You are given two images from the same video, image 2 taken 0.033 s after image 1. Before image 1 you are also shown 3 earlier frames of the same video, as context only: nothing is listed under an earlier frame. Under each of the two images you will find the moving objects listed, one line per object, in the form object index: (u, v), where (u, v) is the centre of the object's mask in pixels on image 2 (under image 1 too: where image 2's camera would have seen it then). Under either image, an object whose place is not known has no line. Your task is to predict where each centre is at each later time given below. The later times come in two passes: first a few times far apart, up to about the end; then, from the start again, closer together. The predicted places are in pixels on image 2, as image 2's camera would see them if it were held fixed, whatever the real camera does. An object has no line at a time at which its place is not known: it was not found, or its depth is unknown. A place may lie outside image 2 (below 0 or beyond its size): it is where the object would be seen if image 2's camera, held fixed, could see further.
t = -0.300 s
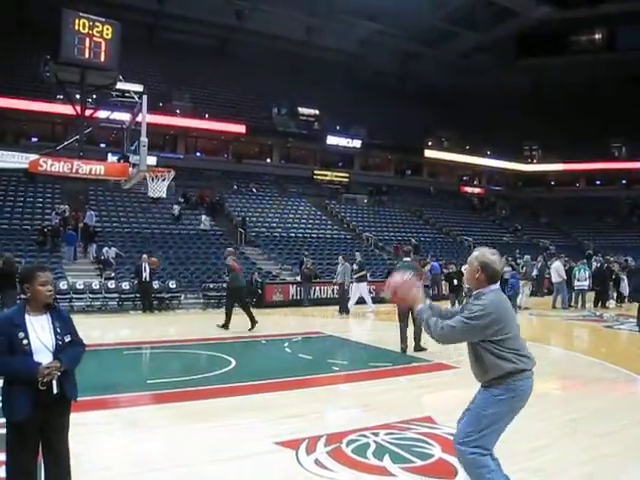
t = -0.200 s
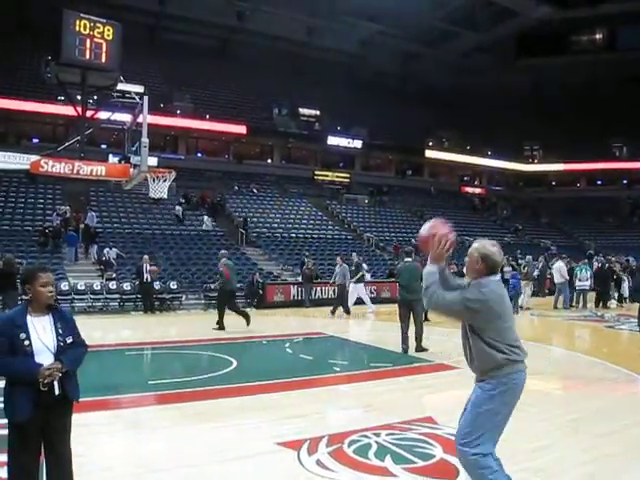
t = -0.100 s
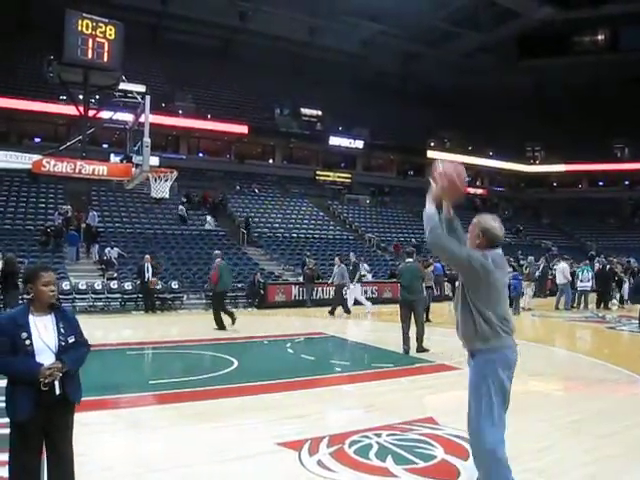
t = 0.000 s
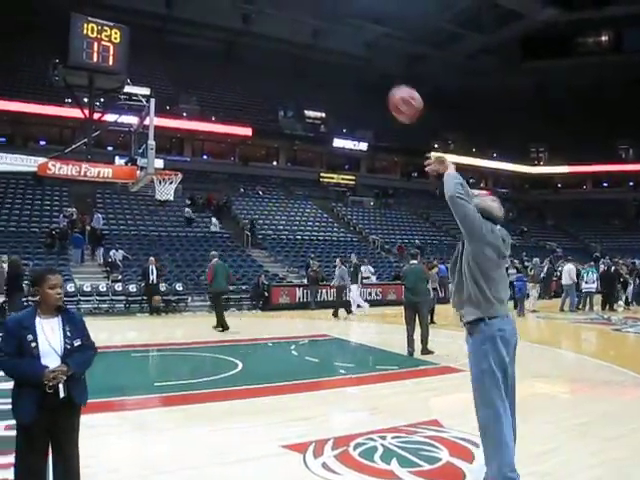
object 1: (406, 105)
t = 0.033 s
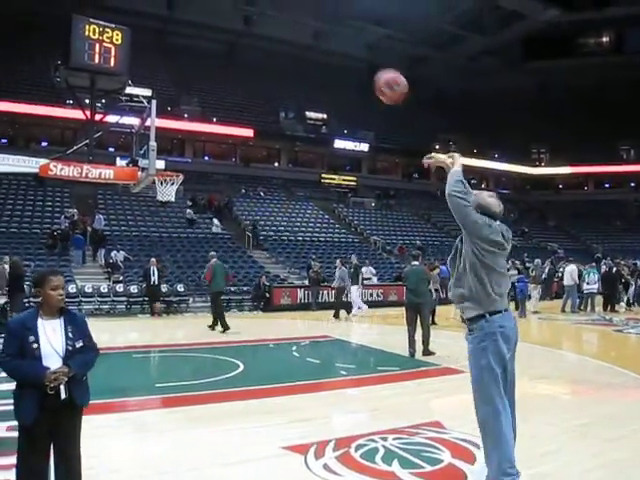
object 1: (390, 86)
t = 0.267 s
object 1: (309, 19)
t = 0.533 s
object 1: (249, 21)
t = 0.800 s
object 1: (207, 69)
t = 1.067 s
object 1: (176, 146)
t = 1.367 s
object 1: (178, 240)
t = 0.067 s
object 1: (376, 70)
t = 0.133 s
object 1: (350, 46)
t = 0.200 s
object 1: (328, 30)
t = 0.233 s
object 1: (318, 23)
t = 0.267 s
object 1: (309, 19)
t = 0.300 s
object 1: (299, 16)
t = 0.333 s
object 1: (291, 14)
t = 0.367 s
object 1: (283, 12)
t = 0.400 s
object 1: (276, 12)
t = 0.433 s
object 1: (269, 13)
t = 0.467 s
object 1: (262, 15)
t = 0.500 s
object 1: (255, 18)
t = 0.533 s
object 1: (249, 21)
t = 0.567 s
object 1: (243, 25)
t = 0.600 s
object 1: (238, 30)
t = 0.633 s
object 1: (232, 35)
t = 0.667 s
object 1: (227, 41)
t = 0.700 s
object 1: (222, 48)
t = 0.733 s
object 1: (217, 54)
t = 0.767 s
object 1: (213, 61)
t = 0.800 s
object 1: (207, 69)
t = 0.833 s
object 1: (203, 78)
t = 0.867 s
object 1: (199, 86)
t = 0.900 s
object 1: (195, 95)
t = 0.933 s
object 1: (191, 104)
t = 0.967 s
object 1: (187, 113)
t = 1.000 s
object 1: (183, 125)
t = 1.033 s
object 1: (179, 137)
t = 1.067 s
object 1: (176, 146)
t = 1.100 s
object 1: (172, 157)
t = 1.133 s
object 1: (169, 166)
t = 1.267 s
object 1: (172, 207)
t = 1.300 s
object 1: (174, 216)
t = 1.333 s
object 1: (175, 229)
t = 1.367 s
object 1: (178, 240)
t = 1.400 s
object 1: (180, 254)
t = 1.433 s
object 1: (181, 265)
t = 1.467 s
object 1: (182, 280)
